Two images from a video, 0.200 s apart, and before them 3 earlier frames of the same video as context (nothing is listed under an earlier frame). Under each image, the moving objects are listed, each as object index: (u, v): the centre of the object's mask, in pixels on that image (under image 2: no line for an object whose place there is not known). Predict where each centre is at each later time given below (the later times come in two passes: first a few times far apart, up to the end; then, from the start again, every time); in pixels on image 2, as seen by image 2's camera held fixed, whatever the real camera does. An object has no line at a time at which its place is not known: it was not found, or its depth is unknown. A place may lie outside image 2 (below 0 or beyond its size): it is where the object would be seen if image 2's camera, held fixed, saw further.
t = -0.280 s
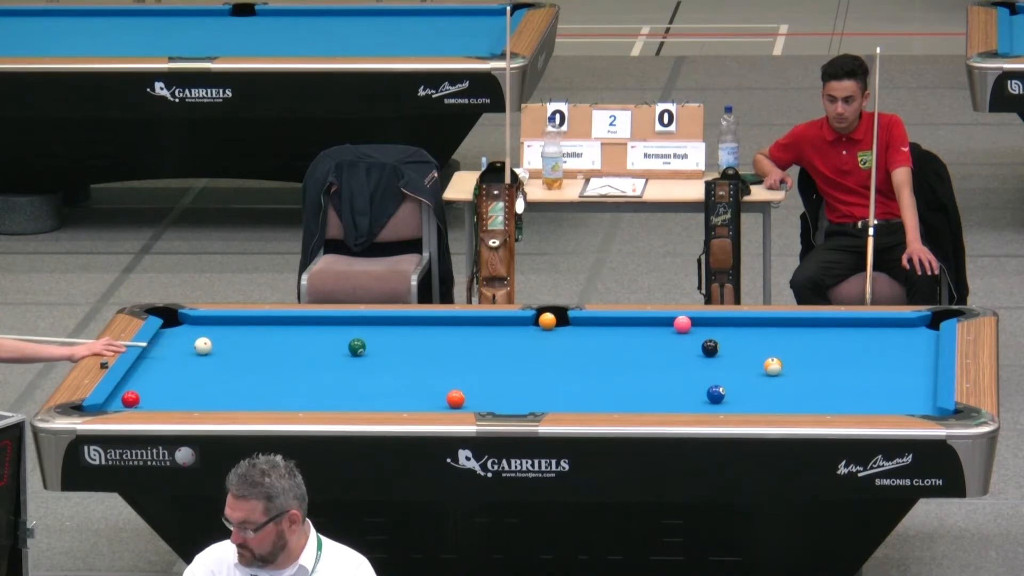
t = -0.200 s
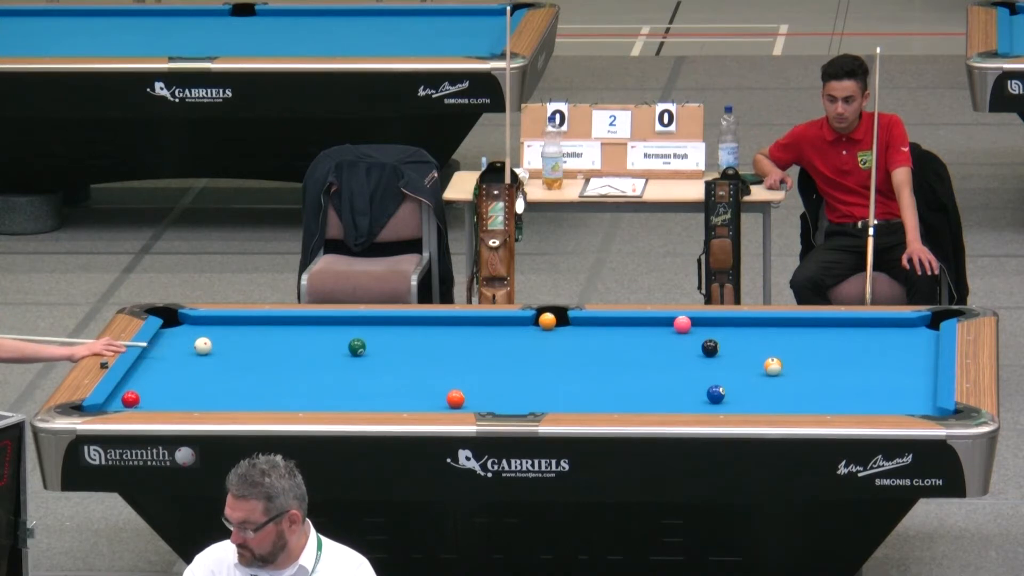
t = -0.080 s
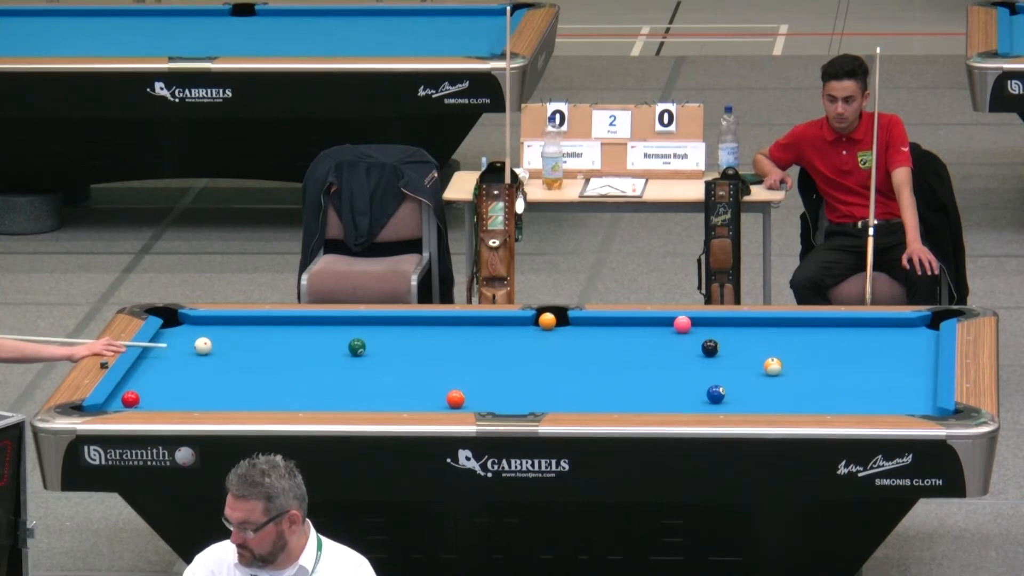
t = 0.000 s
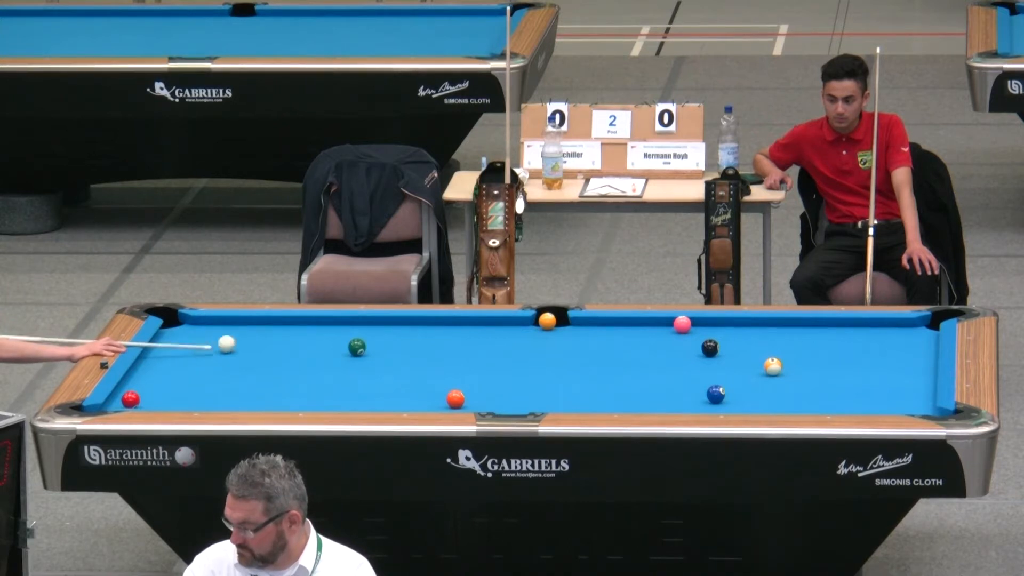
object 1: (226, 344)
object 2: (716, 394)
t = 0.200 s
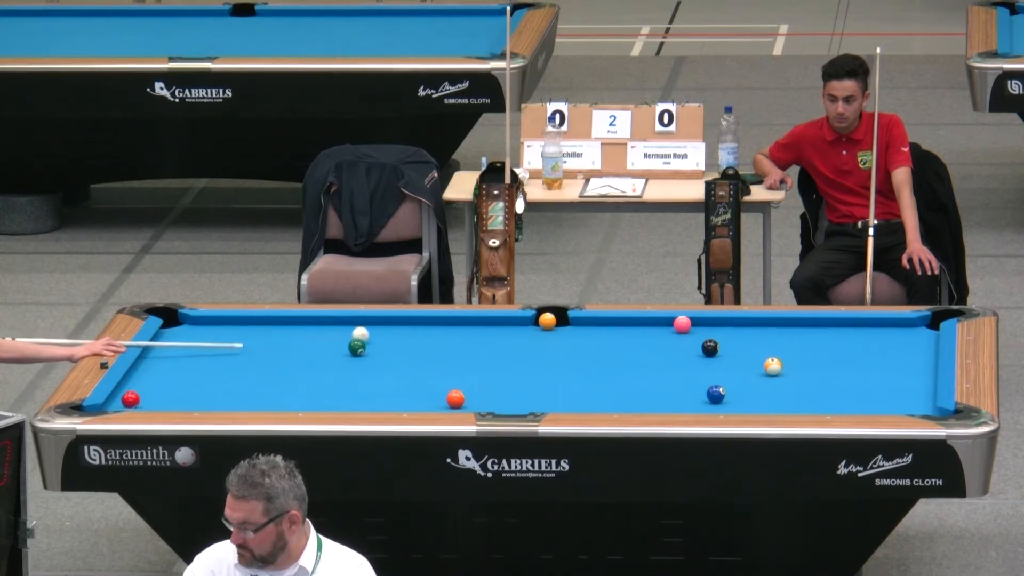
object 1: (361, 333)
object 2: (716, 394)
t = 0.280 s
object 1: (406, 332)
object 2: (716, 394)
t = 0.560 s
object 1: (542, 326)
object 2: (716, 394)
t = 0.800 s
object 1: (619, 332)
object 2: (716, 394)
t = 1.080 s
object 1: (712, 336)
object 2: (716, 394)
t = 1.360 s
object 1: (804, 345)
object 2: (716, 394)
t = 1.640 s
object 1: (896, 352)
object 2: (716, 394)
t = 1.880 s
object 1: (901, 359)
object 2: (716, 394)
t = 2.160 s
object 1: (854, 369)
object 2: (716, 394)
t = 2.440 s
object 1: (809, 378)
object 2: (716, 394)
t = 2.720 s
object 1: (764, 388)
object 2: (716, 394)
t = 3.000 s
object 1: (731, 397)
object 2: (706, 394)
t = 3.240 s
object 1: (718, 402)
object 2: (685, 394)
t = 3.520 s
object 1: (705, 406)
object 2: (663, 394)
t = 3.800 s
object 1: (692, 404)
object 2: (643, 394)
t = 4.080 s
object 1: (681, 401)
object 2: (626, 394)
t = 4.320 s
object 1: (673, 400)
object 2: (612, 394)
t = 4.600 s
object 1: (664, 396)
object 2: (598, 393)
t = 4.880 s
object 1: (657, 393)
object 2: (587, 393)
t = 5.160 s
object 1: (650, 391)
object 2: (577, 393)
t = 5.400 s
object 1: (646, 390)
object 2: (571, 393)
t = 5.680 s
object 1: (642, 388)
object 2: (565, 393)
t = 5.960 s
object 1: (640, 387)
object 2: (561, 393)
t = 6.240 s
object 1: (638, 386)
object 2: (560, 393)
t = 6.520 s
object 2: (560, 393)
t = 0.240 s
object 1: (384, 334)
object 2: (716, 394)
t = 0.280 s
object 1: (406, 332)
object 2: (716, 394)
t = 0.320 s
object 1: (428, 331)
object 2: (716, 394)
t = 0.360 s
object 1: (449, 330)
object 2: (716, 394)
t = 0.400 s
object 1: (468, 329)
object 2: (716, 394)
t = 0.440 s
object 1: (488, 328)
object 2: (716, 394)
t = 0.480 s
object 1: (507, 327)
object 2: (716, 394)
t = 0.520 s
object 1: (526, 325)
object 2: (716, 394)
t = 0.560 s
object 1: (542, 326)
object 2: (716, 394)
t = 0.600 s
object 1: (555, 327)
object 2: (716, 394)
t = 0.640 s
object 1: (567, 328)
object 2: (716, 394)
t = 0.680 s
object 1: (580, 329)
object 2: (716, 394)
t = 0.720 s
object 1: (593, 330)
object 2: (716, 394)
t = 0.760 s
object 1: (606, 331)
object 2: (716, 394)
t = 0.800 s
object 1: (619, 332)
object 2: (716, 394)
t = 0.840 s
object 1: (632, 333)
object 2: (716, 394)
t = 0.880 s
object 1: (646, 334)
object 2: (716, 394)
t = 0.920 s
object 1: (659, 335)
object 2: (716, 394)
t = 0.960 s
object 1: (672, 336)
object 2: (716, 394)
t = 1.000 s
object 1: (685, 337)
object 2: (716, 394)
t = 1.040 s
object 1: (698, 337)
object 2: (716, 394)
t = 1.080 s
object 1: (712, 336)
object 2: (716, 394)
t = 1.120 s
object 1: (725, 339)
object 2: (716, 394)
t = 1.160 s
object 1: (738, 341)
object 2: (716, 394)
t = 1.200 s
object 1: (751, 341)
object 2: (716, 394)
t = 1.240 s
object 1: (765, 342)
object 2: (716, 394)
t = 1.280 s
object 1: (778, 343)
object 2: (716, 394)
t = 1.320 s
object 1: (791, 344)
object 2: (716, 394)
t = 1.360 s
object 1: (804, 345)
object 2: (716, 394)
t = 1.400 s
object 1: (817, 346)
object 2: (716, 394)
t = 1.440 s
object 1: (830, 347)
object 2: (716, 394)
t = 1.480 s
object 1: (843, 348)
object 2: (716, 394)
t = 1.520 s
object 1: (856, 349)
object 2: (716, 394)
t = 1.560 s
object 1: (870, 350)
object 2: (716, 394)
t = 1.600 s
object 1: (883, 351)
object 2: (716, 394)
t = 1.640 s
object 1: (896, 352)
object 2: (716, 394)
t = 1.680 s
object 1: (909, 353)
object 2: (716, 394)
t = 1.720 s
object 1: (922, 354)
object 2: (716, 394)
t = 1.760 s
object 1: (927, 355)
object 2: (716, 394)
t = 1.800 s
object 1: (917, 356)
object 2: (716, 394)
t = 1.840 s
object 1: (908, 358)
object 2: (716, 394)
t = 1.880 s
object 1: (901, 359)
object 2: (716, 394)
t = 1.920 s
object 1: (894, 361)
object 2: (716, 394)
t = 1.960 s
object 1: (887, 362)
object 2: (716, 394)
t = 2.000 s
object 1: (880, 364)
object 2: (716, 394)
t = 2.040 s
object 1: (874, 365)
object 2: (716, 394)
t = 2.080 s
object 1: (867, 366)
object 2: (716, 394)
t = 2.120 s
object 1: (861, 368)
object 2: (716, 394)
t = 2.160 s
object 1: (854, 369)
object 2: (716, 394)
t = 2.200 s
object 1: (847, 371)
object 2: (716, 394)
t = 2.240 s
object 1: (841, 372)
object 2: (716, 394)
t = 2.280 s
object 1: (834, 373)
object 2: (716, 394)
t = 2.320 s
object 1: (828, 374)
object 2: (716, 394)
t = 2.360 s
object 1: (821, 376)
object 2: (716, 394)
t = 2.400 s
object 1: (815, 377)
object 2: (716, 394)
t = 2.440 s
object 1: (809, 378)
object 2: (716, 394)
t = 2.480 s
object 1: (802, 380)
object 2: (716, 394)
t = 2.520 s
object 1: (796, 381)
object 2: (716, 394)
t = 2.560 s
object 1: (789, 383)
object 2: (716, 394)
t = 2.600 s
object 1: (783, 384)
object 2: (716, 394)
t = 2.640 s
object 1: (777, 385)
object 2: (716, 394)
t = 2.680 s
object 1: (770, 387)
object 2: (716, 394)
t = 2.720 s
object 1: (764, 388)
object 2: (716, 394)
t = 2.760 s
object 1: (758, 389)
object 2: (716, 394)
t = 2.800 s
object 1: (751, 391)
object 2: (716, 394)
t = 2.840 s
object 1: (745, 392)
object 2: (716, 394)
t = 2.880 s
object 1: (739, 393)
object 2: (716, 394)
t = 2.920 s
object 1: (734, 395)
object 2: (714, 394)
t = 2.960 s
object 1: (733, 396)
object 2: (710, 394)
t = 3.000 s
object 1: (731, 397)
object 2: (706, 394)
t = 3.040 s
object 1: (729, 399)
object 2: (702, 394)
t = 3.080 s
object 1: (726, 400)
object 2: (699, 394)
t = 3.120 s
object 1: (724, 401)
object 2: (695, 394)
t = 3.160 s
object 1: (722, 401)
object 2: (692, 394)
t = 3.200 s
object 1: (720, 402)
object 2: (689, 394)
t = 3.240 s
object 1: (718, 402)
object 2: (685, 394)
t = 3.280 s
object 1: (716, 404)
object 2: (682, 394)
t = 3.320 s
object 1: (714, 405)
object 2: (678, 394)
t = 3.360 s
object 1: (712, 405)
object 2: (675, 394)
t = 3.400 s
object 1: (710, 406)
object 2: (672, 394)
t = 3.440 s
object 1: (709, 407)
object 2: (669, 394)
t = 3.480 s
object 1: (707, 407)
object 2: (666, 394)
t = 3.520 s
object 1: (705, 406)
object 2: (663, 394)
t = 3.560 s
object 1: (703, 406)
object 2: (660, 394)
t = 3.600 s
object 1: (701, 406)
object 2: (657, 394)
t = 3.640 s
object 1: (699, 406)
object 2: (654, 394)
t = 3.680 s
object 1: (697, 405)
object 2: (651, 394)
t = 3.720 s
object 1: (696, 405)
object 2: (648, 394)
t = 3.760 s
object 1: (694, 404)
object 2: (646, 394)
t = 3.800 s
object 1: (692, 404)
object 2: (643, 394)
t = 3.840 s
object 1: (691, 403)
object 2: (640, 394)
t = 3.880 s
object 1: (689, 403)
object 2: (638, 394)
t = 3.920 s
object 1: (687, 402)
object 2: (635, 394)
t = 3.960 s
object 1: (686, 402)
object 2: (633, 394)
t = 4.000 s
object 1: (684, 402)
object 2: (630, 394)
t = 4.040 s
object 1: (683, 402)
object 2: (628, 394)
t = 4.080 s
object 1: (681, 401)
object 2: (626, 394)
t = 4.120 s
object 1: (680, 401)
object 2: (623, 394)
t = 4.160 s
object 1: (678, 401)
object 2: (621, 394)
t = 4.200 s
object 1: (677, 400)
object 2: (618, 394)
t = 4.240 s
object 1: (675, 400)
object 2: (616, 394)
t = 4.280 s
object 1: (674, 400)
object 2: (614, 394)
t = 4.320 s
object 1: (673, 400)
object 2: (612, 394)
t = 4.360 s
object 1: (671, 399)
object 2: (610, 393)
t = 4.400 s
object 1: (670, 398)
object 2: (608, 393)
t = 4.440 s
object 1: (669, 398)
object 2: (605, 393)
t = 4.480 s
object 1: (667, 397)
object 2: (604, 393)
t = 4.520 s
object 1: (666, 397)
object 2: (602, 394)
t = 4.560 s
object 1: (665, 397)
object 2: (600, 393)
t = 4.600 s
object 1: (664, 396)
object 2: (598, 393)
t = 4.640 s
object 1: (663, 396)
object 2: (596, 393)
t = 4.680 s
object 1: (662, 396)
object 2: (595, 393)
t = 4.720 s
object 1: (661, 395)
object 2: (593, 393)
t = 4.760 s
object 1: (660, 395)
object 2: (591, 393)
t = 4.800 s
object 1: (659, 394)
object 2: (590, 393)
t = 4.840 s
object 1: (658, 394)
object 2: (588, 393)
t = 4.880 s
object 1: (657, 393)
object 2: (587, 393)
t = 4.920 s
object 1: (656, 393)
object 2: (585, 393)
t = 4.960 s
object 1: (655, 393)
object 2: (584, 393)
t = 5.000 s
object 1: (654, 392)
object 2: (582, 393)
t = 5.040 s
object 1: (653, 392)
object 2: (581, 393)
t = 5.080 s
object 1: (652, 392)
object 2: (579, 393)
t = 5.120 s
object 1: (651, 391)
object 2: (578, 393)
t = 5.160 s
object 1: (650, 391)
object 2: (577, 393)
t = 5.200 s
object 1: (649, 391)
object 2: (576, 393)
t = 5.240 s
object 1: (649, 391)
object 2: (575, 393)
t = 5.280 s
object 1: (648, 390)
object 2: (574, 393)
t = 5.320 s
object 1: (647, 390)
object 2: (573, 393)
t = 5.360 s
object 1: (646, 390)
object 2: (572, 393)
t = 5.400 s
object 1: (646, 390)
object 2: (571, 393)
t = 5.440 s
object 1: (645, 389)
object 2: (570, 393)
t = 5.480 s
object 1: (644, 389)
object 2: (569, 393)
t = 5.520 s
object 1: (644, 389)
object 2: (568, 393)
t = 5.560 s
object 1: (643, 389)
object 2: (567, 393)
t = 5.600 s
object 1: (643, 388)
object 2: (566, 393)
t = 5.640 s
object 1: (642, 388)
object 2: (566, 393)
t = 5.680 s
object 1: (642, 388)
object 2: (565, 393)
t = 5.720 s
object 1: (641, 388)
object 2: (564, 393)
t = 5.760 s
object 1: (641, 388)
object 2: (564, 393)
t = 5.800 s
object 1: (641, 387)
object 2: (563, 393)
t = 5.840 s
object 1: (640, 387)
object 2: (563, 393)
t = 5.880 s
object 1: (640, 387)
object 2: (562, 393)
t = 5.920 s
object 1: (640, 386)
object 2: (562, 393)
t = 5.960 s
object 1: (640, 387)
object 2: (561, 393)
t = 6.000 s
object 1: (639, 386)
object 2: (561, 393)
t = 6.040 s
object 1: (639, 386)
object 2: (561, 393)
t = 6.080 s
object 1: (639, 386)
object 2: (561, 393)
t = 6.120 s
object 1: (639, 386)
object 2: (560, 393)
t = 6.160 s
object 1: (638, 386)
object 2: (560, 393)
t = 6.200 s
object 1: (638, 386)
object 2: (560, 393)
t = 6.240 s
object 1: (638, 386)
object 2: (560, 393)
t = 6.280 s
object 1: (638, 386)
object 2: (560, 393)
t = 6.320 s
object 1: (638, 386)
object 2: (560, 393)
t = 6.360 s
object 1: (638, 386)
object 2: (560, 393)
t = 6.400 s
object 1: (638, 385)
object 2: (560, 393)
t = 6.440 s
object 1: (638, 385)
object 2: (560, 393)
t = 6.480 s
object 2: (560, 393)
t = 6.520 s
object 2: (560, 393)
